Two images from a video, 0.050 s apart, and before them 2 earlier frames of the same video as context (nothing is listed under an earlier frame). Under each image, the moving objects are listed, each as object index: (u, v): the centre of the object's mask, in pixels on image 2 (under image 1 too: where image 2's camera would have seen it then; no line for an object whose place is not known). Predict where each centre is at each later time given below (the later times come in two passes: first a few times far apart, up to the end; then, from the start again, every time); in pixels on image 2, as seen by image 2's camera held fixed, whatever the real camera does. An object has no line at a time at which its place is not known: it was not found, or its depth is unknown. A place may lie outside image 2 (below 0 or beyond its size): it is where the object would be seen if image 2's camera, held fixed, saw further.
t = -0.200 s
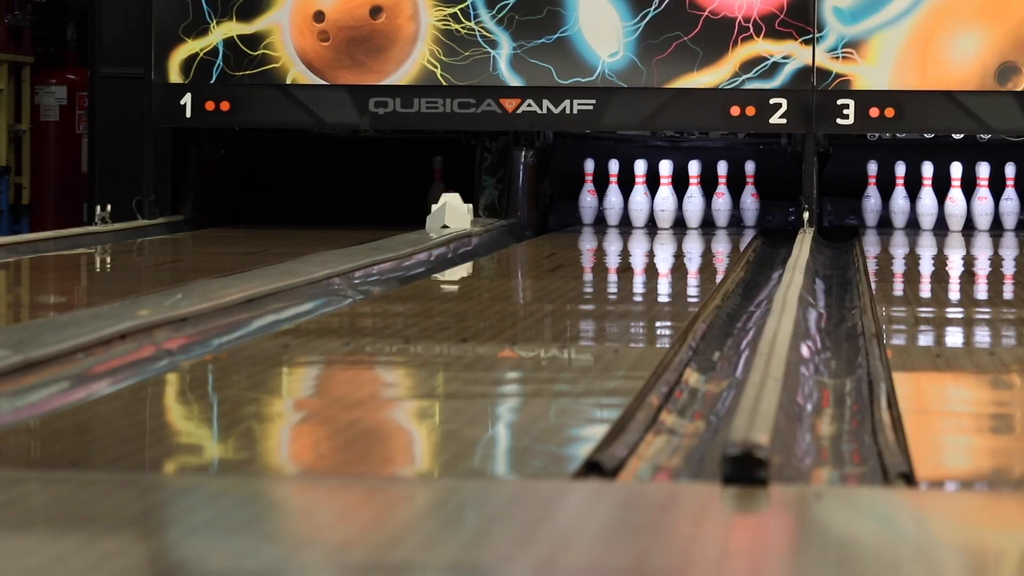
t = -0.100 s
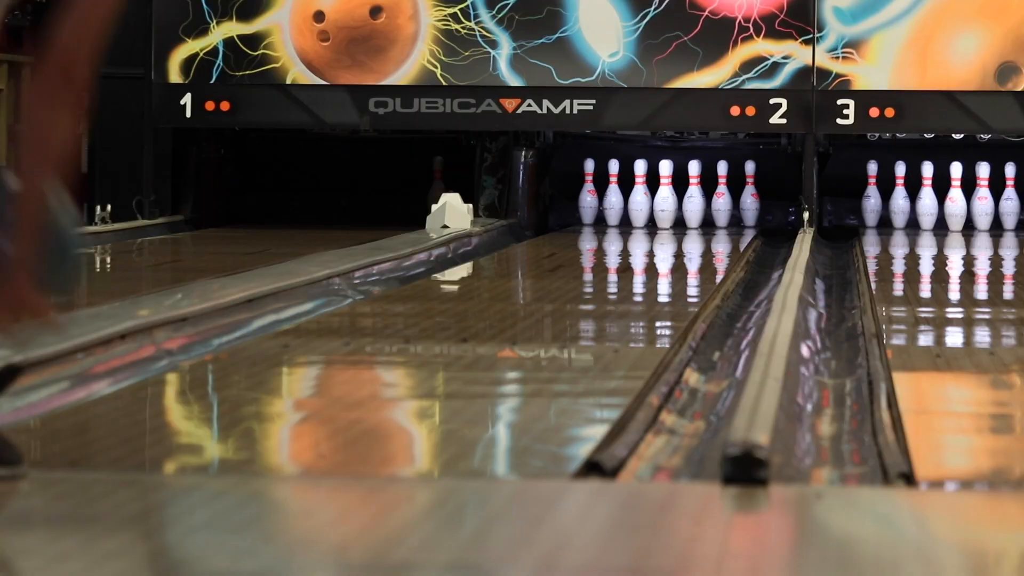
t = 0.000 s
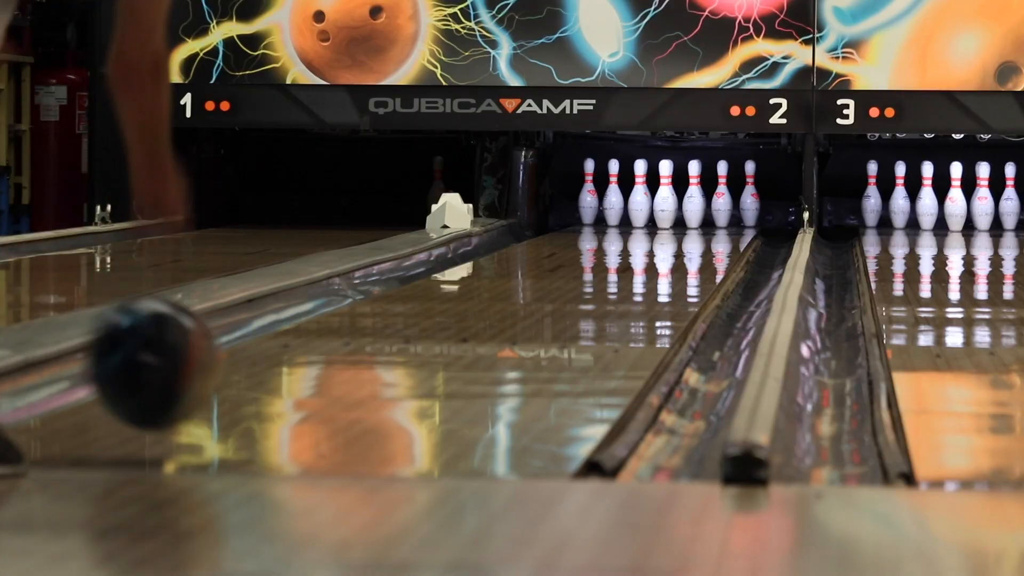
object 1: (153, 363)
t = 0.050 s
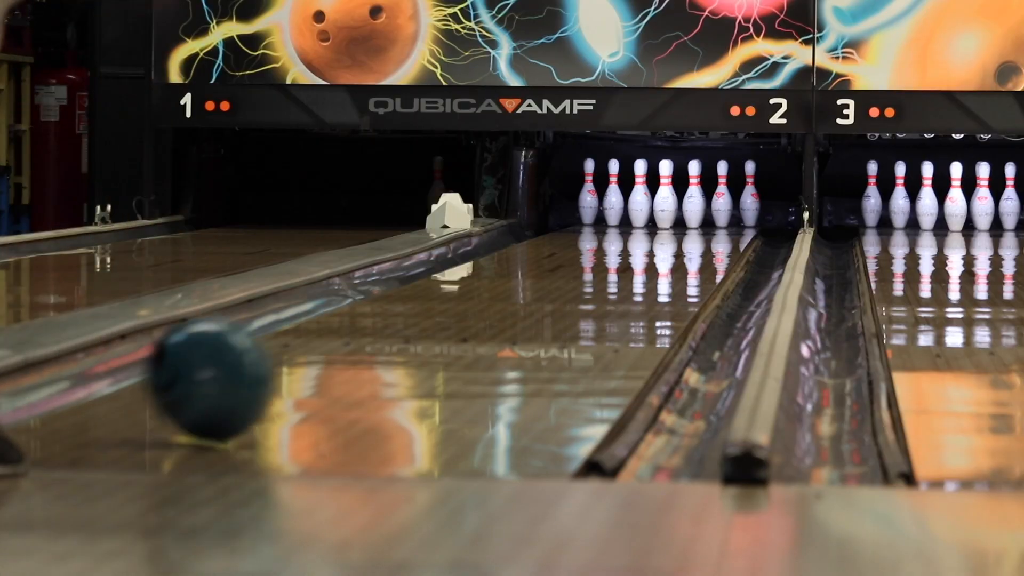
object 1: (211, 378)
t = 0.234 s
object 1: (366, 340)
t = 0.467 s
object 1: (498, 302)
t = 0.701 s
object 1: (585, 278)
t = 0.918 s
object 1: (643, 260)
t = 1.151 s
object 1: (685, 246)
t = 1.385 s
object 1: (712, 234)
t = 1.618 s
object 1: (723, 224)
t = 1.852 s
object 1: (713, 216)
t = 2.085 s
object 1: (686, 211)
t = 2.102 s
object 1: (684, 210)
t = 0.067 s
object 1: (227, 372)
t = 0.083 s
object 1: (242, 370)
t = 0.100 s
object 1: (257, 368)
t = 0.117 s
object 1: (274, 364)
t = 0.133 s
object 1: (289, 360)
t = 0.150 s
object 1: (303, 356)
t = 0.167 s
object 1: (315, 353)
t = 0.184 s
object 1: (329, 350)
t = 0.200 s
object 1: (341, 347)
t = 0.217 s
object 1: (354, 342)
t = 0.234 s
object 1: (366, 340)
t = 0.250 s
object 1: (377, 336)
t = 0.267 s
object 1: (388, 333)
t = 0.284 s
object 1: (399, 330)
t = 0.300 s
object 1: (409, 328)
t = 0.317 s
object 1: (418, 325)
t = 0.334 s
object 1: (429, 323)
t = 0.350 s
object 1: (439, 320)
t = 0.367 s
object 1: (448, 317)
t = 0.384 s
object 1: (456, 314)
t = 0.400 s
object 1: (465, 311)
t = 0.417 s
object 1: (474, 309)
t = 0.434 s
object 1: (482, 307)
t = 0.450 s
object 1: (491, 305)
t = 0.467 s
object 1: (498, 302)
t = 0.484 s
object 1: (505, 299)
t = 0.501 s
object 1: (513, 298)
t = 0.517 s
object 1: (521, 297)
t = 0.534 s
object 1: (526, 295)
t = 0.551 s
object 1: (533, 294)
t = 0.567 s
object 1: (540, 291)
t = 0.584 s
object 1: (545, 289)
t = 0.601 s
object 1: (552, 288)
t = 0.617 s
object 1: (558, 286)
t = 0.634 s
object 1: (563, 284)
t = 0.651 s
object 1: (569, 283)
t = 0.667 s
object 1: (574, 281)
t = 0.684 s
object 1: (580, 280)
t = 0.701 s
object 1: (585, 278)
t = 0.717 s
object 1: (591, 277)
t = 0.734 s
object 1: (595, 275)
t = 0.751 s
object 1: (600, 274)
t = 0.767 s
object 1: (605, 273)
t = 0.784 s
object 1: (610, 271)
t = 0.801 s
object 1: (614, 269)
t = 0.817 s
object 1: (618, 268)
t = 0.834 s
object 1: (623, 267)
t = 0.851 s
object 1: (626, 265)
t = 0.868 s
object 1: (631, 264)
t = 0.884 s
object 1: (635, 263)
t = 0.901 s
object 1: (639, 262)
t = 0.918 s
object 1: (643, 260)
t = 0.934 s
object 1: (647, 259)
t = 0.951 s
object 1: (650, 258)
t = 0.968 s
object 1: (654, 257)
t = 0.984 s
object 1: (657, 256)
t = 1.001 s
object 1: (660, 255)
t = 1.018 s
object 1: (663, 254)
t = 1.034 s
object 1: (666, 252)
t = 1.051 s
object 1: (669, 252)
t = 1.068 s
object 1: (672, 250)
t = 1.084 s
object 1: (676, 249)
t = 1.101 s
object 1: (678, 248)
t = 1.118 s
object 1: (680, 247)
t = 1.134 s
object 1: (683, 246)
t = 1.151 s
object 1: (685, 246)
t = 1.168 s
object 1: (688, 244)
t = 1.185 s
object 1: (690, 244)
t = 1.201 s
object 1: (693, 243)
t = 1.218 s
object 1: (695, 242)
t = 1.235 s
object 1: (697, 241)
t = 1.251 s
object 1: (699, 240)
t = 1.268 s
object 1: (700, 240)
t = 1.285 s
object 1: (703, 239)
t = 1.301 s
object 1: (704, 238)
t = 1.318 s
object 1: (706, 237)
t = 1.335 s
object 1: (708, 236)
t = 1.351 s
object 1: (709, 235)
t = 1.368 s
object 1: (711, 235)
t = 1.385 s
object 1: (712, 234)
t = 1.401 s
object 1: (714, 233)
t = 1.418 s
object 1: (715, 232)
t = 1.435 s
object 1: (716, 232)
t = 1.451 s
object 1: (717, 231)
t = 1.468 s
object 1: (718, 230)
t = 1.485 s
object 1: (719, 229)
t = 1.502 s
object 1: (720, 229)
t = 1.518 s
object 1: (721, 228)
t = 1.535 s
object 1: (721, 227)
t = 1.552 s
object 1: (722, 226)
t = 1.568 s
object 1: (722, 226)
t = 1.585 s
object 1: (723, 225)
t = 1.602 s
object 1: (723, 224)
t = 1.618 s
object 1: (723, 224)
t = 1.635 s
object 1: (723, 223)
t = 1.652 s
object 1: (723, 223)
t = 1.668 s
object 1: (722, 222)
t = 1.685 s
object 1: (722, 221)
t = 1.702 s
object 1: (722, 221)
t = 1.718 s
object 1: (721, 221)
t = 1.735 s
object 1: (720, 220)
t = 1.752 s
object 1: (720, 219)
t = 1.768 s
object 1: (719, 219)
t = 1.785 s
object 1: (718, 218)
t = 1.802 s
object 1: (717, 218)
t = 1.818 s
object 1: (716, 217)
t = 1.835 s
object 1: (714, 217)
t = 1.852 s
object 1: (713, 216)
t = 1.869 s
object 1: (711, 216)
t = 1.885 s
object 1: (710, 215)
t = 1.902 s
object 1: (709, 215)
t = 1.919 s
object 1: (707, 215)
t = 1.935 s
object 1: (705, 214)
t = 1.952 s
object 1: (703, 214)
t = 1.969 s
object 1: (701, 214)
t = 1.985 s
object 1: (699, 214)
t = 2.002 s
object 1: (697, 214)
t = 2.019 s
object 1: (695, 213)
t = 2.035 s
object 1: (692, 212)
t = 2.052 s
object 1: (690, 211)
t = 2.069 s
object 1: (688, 211)
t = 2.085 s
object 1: (686, 211)
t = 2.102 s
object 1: (684, 210)
